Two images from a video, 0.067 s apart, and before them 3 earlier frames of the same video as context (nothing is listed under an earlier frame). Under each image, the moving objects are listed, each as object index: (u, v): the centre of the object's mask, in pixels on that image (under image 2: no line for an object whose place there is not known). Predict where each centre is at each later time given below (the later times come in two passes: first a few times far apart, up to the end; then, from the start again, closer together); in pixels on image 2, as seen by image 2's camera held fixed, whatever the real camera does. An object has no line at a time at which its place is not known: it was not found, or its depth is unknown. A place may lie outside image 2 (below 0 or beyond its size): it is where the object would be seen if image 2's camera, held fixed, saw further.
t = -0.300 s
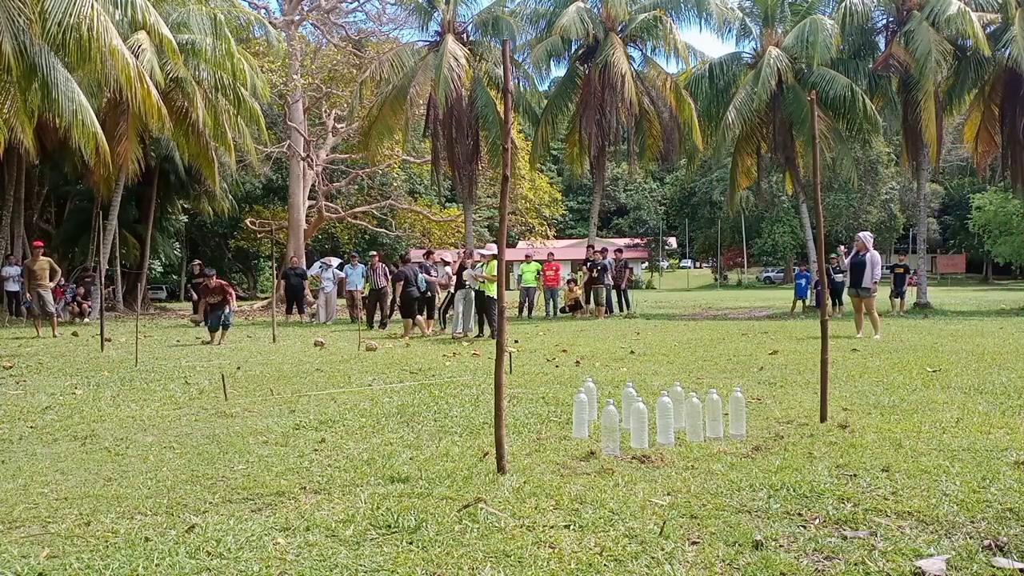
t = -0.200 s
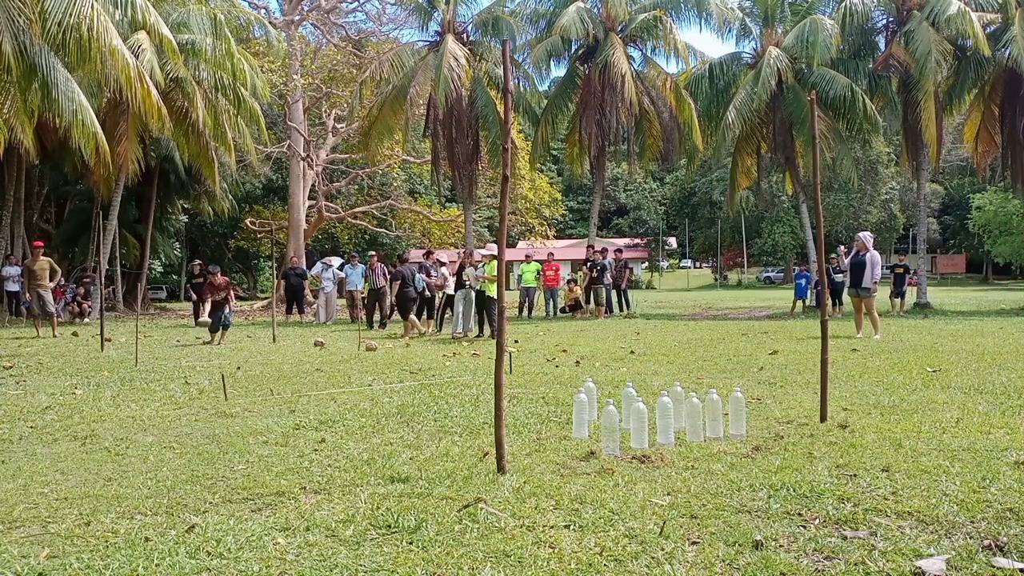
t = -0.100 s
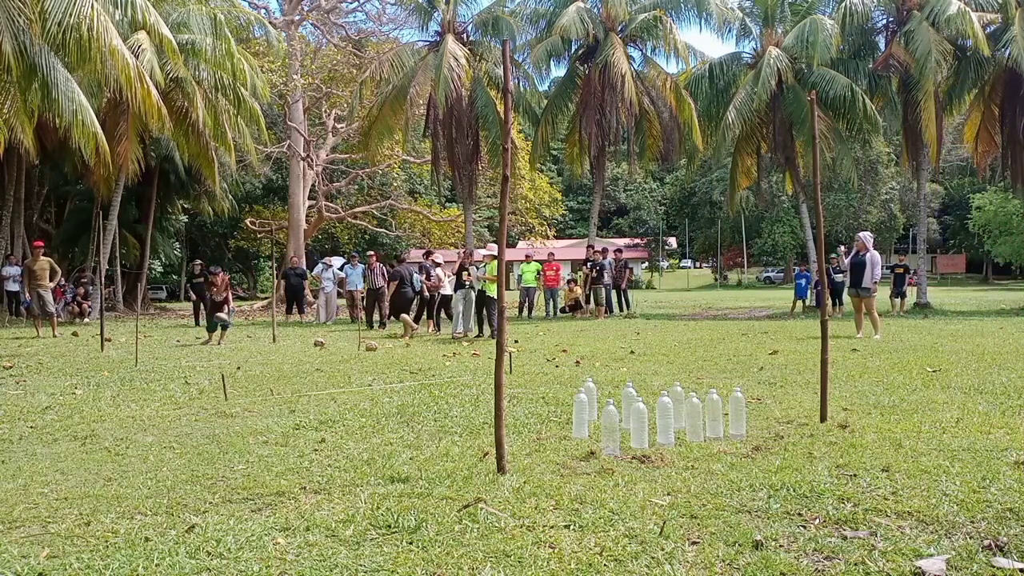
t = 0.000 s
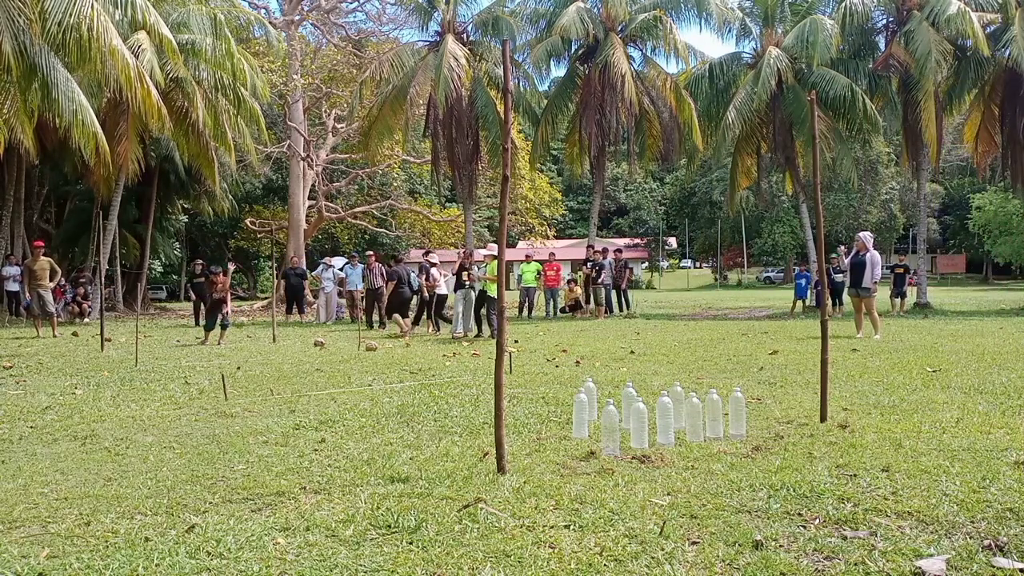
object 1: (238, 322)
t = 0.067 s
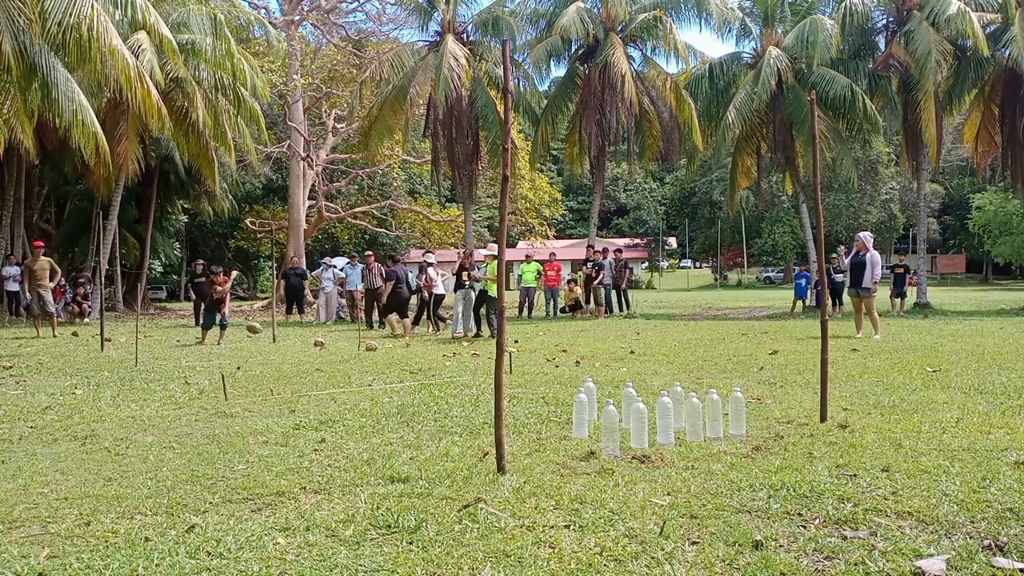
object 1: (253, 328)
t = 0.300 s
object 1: (303, 353)
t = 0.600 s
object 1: (363, 379)
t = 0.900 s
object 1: (445, 376)
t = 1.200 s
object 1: (566, 406)
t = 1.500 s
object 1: (768, 414)
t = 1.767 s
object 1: (1003, 456)
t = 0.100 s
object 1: (261, 333)
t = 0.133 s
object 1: (269, 340)
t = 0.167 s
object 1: (276, 348)
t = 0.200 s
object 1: (286, 356)
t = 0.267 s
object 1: (298, 356)
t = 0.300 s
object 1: (303, 353)
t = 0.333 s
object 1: (309, 352)
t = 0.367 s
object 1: (315, 351)
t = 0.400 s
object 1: (321, 352)
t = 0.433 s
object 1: (327, 352)
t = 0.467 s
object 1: (334, 356)
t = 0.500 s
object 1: (341, 359)
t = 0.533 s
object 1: (348, 364)
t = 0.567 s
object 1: (355, 370)
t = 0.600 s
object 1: (363, 379)
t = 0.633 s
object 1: (372, 374)
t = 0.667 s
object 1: (379, 372)
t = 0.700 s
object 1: (387, 367)
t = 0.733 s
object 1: (396, 365)
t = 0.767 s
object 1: (405, 365)
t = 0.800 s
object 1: (413, 366)
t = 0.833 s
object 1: (423, 368)
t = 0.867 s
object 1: (434, 371)
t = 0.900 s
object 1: (445, 376)
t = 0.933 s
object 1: (457, 383)
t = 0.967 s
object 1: (471, 391)
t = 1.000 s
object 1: (482, 403)
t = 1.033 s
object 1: (489, 405)
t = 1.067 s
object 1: (512, 399)
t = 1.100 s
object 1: (525, 398)
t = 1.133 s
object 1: (539, 400)
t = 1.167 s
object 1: (555, 401)
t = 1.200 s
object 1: (566, 406)
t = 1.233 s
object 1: (594, 413)
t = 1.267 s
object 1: (621, 422)
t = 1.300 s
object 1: (624, 425)
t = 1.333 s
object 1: (651, 418)
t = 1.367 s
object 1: (672, 410)
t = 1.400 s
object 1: (697, 411)
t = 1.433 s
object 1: (719, 412)
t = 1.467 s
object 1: (741, 411)
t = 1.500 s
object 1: (768, 414)
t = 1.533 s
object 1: (795, 423)
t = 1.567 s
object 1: (821, 432)
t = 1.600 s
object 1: (850, 442)
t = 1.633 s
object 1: (883, 458)
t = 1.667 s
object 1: (912, 460)
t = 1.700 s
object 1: (940, 454)
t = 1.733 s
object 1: (972, 453)
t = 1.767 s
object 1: (1003, 456)
